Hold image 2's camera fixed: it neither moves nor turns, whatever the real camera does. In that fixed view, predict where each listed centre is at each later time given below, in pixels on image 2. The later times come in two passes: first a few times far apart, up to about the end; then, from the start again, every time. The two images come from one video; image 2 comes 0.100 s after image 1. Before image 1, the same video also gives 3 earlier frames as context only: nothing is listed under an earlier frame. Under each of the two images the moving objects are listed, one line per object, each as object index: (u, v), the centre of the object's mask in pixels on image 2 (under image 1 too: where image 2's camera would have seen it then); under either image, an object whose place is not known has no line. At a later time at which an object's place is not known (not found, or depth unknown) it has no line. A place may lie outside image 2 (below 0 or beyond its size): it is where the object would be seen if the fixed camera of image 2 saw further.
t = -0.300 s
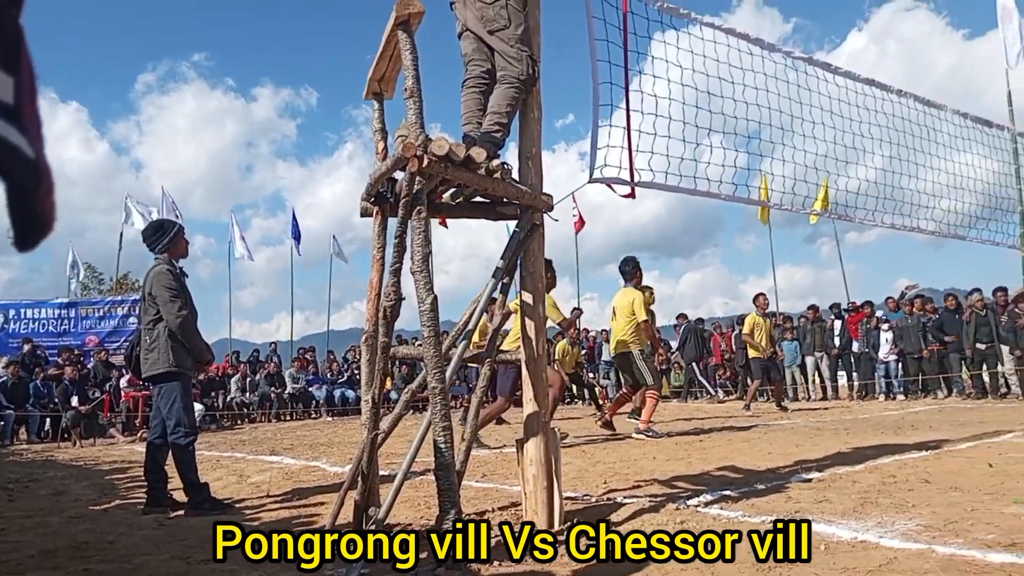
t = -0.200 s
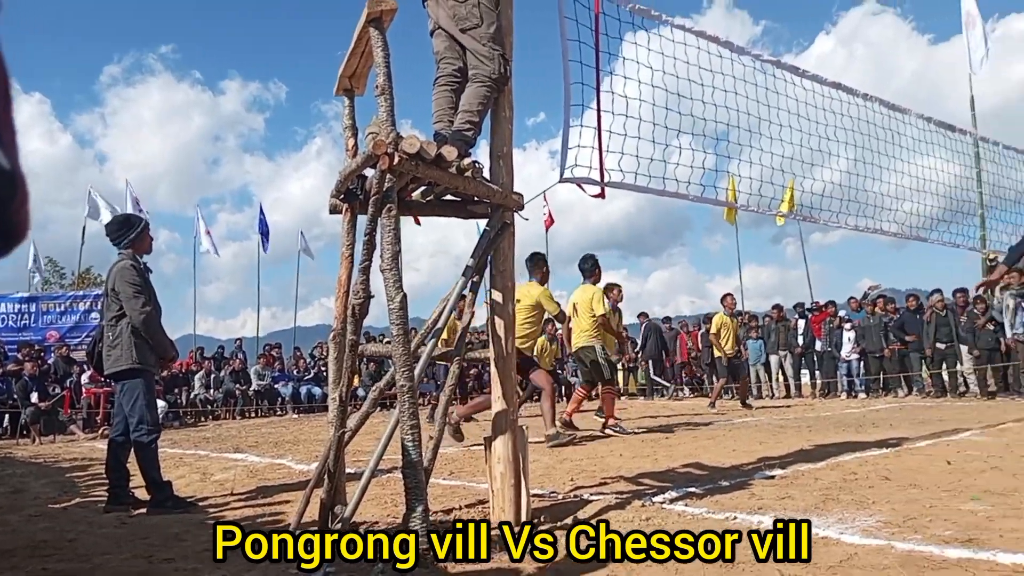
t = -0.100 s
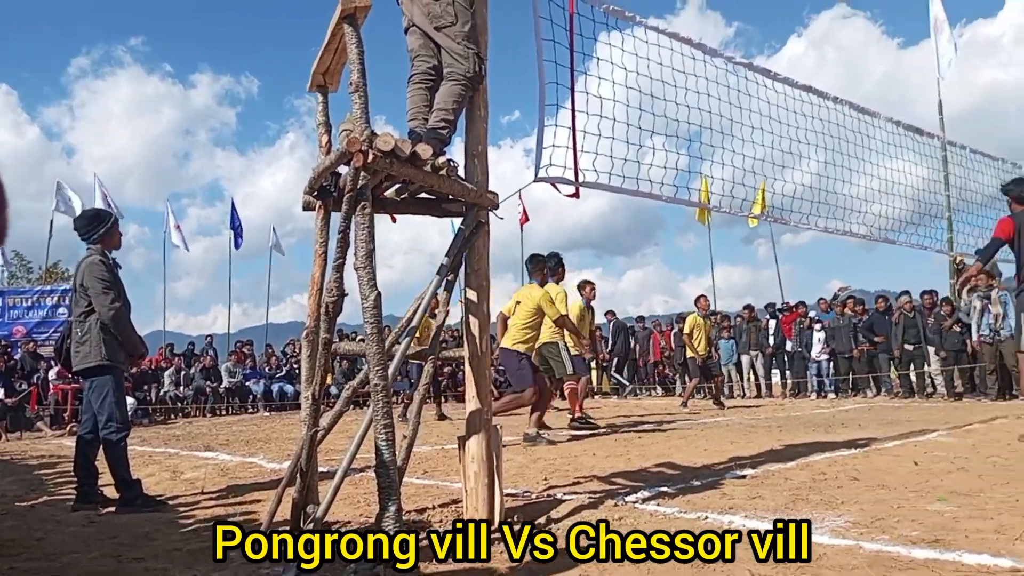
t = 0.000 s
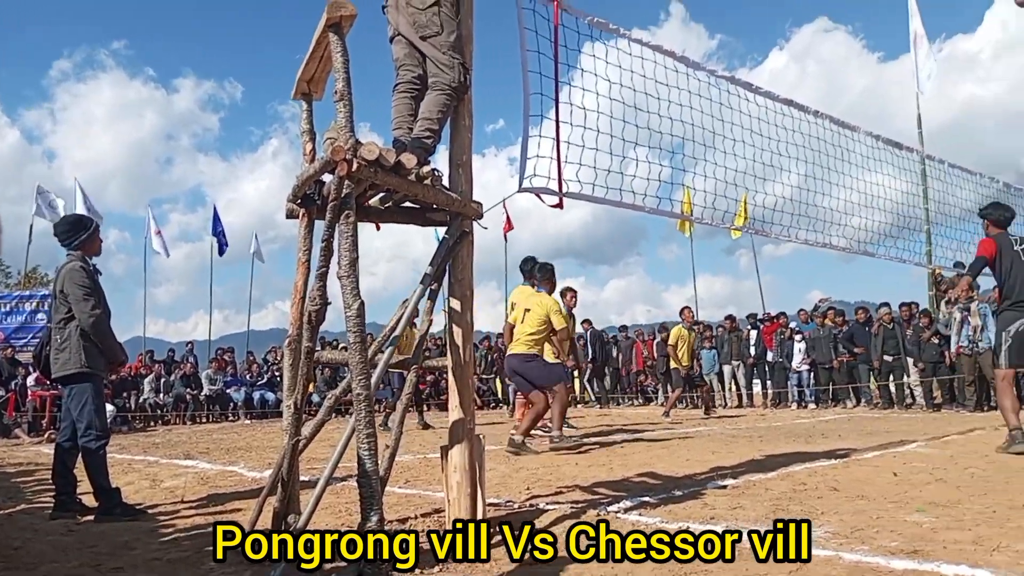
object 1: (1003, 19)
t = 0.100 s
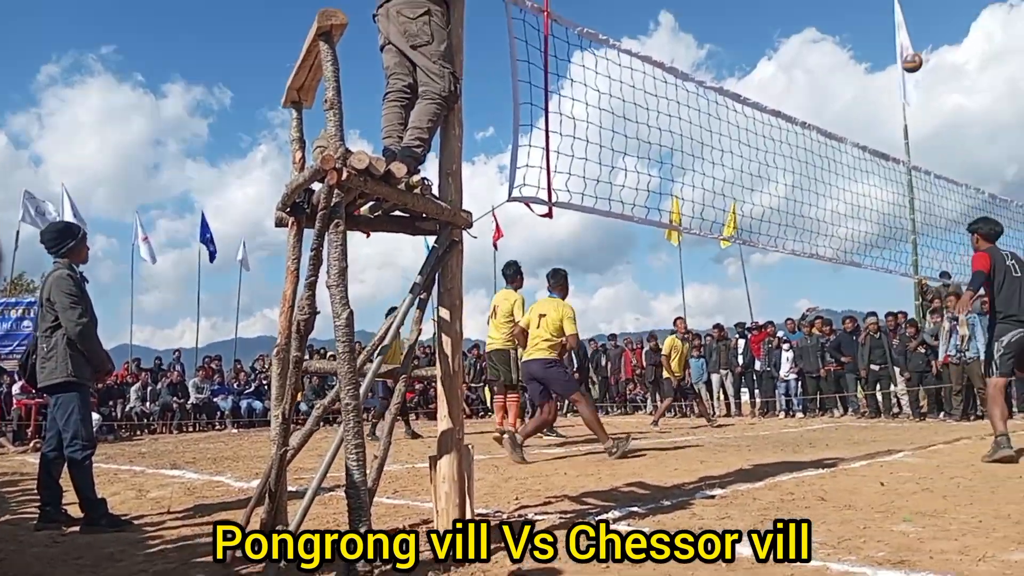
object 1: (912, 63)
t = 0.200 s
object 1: (828, 118)
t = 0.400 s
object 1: (695, 226)
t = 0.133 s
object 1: (883, 81)
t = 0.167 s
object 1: (855, 99)
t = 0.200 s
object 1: (828, 118)
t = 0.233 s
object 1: (803, 134)
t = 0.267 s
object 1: (778, 154)
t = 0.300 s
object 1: (755, 173)
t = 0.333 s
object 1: (735, 191)
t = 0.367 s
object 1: (713, 209)
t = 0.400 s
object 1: (695, 226)
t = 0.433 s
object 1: (676, 246)
